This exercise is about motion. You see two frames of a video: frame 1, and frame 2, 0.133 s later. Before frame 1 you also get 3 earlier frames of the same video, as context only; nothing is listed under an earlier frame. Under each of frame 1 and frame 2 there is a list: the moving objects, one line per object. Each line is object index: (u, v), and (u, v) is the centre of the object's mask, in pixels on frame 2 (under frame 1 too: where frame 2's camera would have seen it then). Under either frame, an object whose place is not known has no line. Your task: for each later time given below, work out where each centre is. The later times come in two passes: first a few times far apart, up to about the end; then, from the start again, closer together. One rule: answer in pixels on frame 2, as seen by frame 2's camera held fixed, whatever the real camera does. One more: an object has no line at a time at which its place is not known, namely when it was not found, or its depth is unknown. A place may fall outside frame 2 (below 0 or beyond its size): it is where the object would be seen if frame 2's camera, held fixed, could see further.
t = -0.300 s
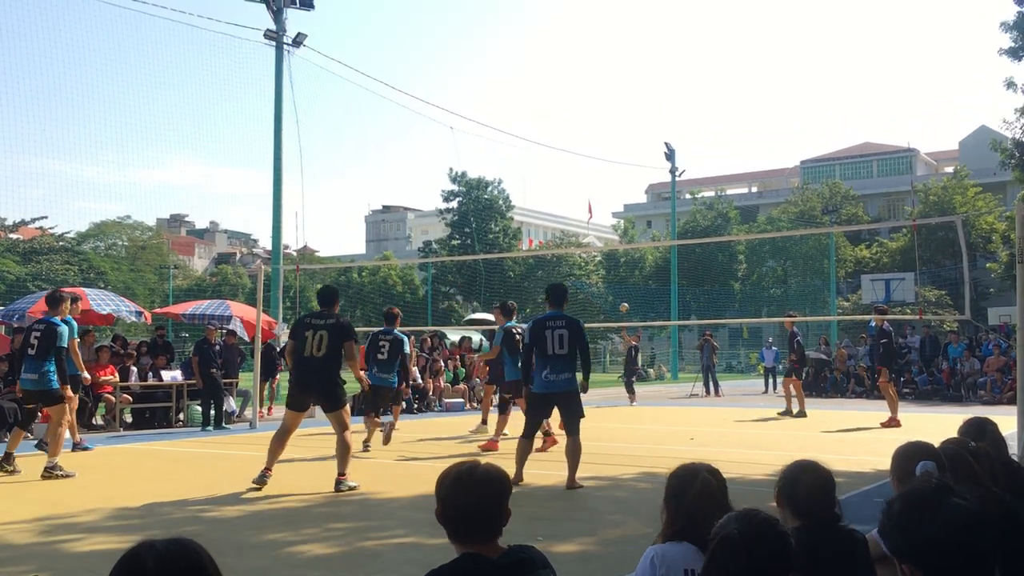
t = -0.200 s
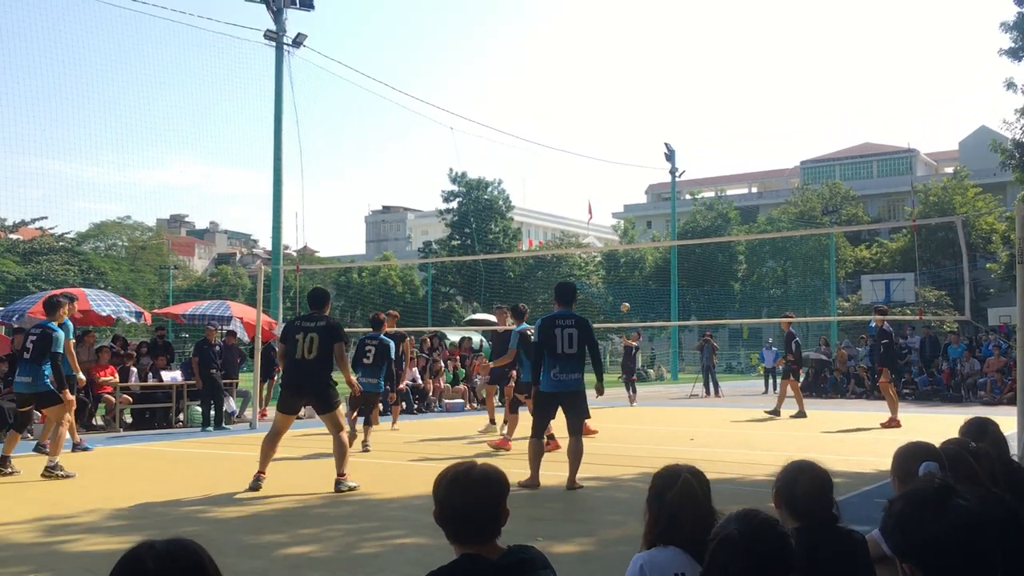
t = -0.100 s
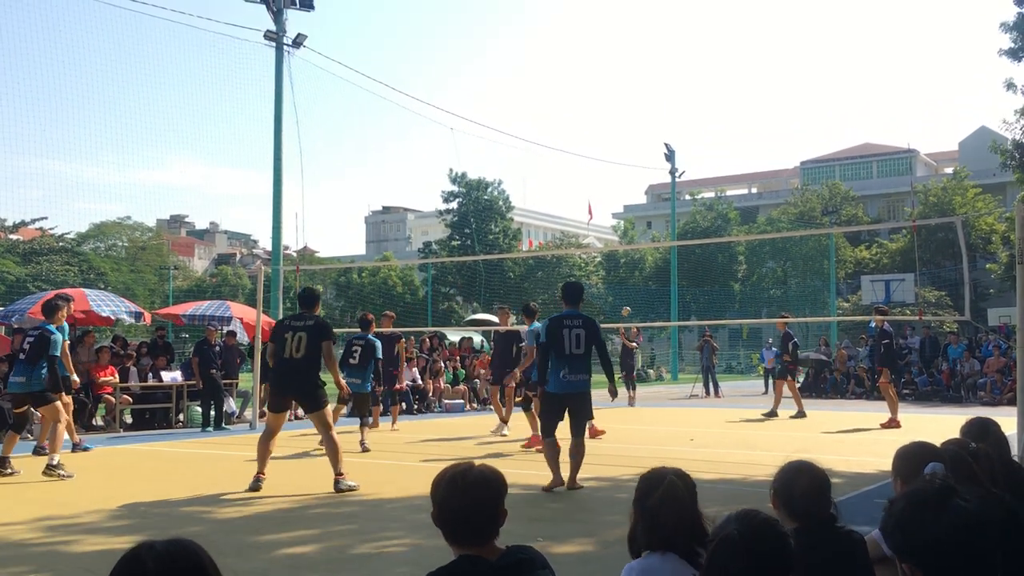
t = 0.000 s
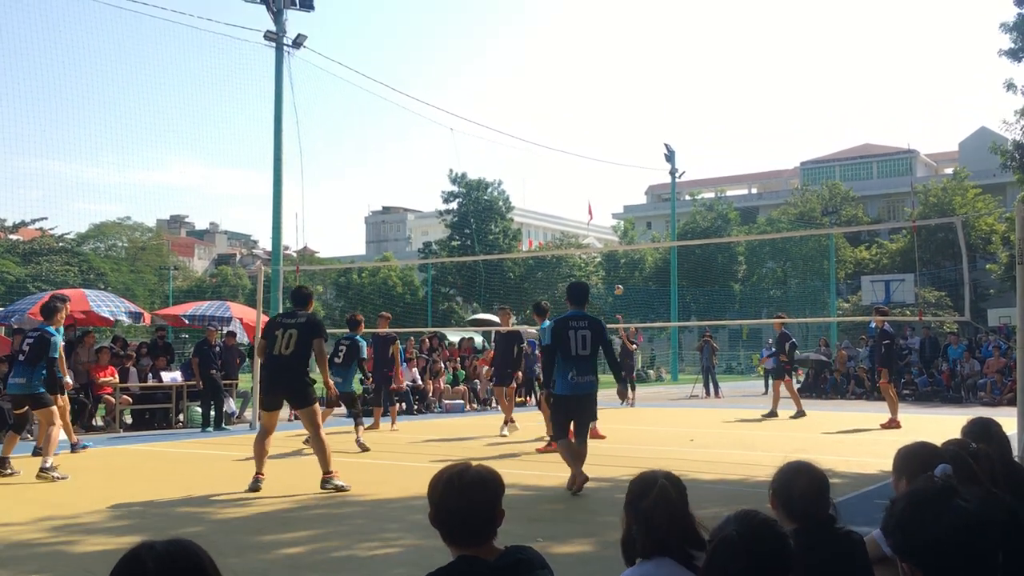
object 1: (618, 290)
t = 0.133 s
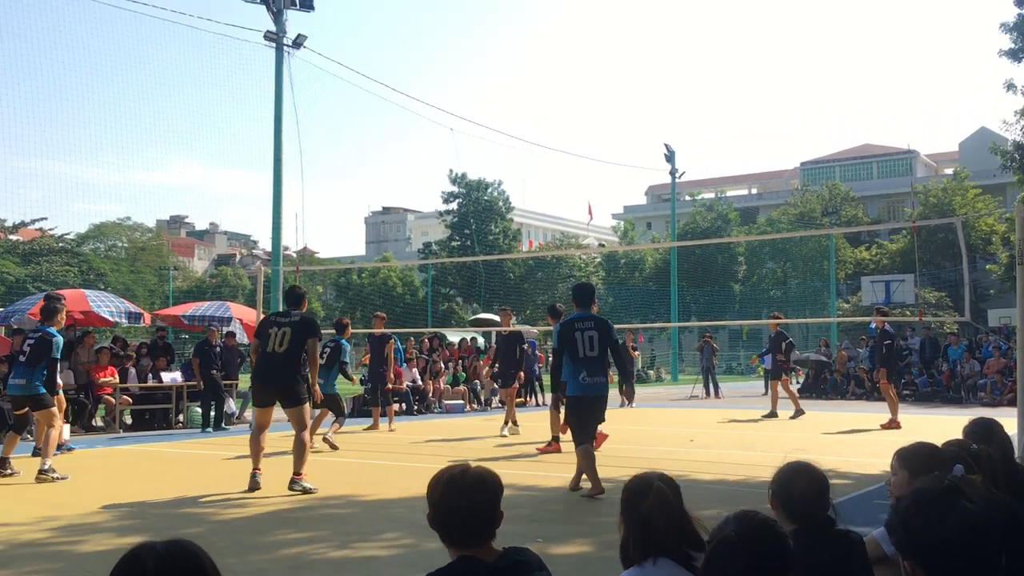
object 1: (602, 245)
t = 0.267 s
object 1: (585, 208)
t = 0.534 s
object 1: (555, 139)
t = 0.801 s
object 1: (516, 92)
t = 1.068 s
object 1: (464, 92)
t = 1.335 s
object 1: (387, 172)
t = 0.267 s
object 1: (585, 208)
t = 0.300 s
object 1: (582, 198)
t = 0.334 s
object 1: (578, 189)
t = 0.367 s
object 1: (574, 180)
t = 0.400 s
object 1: (570, 172)
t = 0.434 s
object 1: (566, 163)
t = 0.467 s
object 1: (562, 155)
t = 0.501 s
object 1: (559, 147)
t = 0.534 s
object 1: (555, 139)
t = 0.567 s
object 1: (550, 131)
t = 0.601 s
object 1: (546, 124)
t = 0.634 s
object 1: (542, 118)
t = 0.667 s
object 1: (537, 112)
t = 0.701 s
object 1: (532, 106)
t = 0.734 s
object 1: (527, 101)
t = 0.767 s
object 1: (522, 96)
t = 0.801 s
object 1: (516, 92)
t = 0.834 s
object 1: (511, 89)
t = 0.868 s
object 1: (505, 87)
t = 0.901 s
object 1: (499, 85)
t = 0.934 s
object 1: (492, 84)
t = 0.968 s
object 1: (486, 85)
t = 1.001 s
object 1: (479, 86)
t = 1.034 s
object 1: (472, 88)
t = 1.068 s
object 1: (464, 92)
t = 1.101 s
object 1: (457, 96)
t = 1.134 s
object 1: (448, 102)
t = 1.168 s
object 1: (440, 109)
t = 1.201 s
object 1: (430, 118)
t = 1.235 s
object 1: (420, 129)
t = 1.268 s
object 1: (410, 141)
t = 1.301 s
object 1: (399, 156)
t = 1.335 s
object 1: (387, 172)
